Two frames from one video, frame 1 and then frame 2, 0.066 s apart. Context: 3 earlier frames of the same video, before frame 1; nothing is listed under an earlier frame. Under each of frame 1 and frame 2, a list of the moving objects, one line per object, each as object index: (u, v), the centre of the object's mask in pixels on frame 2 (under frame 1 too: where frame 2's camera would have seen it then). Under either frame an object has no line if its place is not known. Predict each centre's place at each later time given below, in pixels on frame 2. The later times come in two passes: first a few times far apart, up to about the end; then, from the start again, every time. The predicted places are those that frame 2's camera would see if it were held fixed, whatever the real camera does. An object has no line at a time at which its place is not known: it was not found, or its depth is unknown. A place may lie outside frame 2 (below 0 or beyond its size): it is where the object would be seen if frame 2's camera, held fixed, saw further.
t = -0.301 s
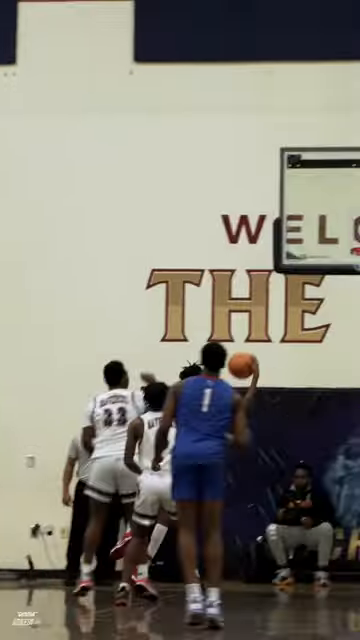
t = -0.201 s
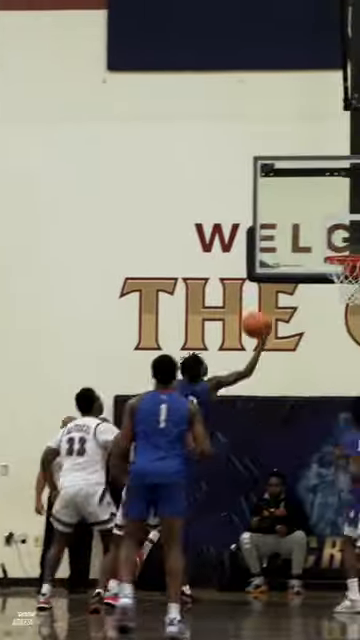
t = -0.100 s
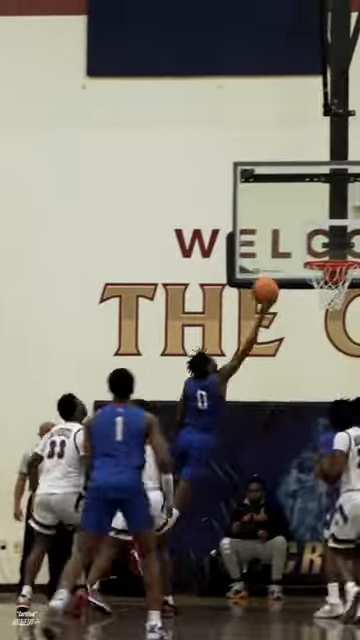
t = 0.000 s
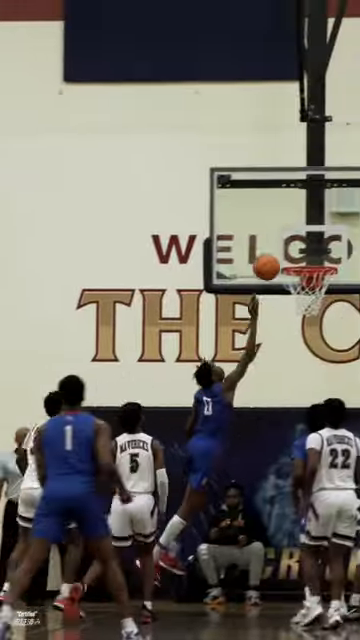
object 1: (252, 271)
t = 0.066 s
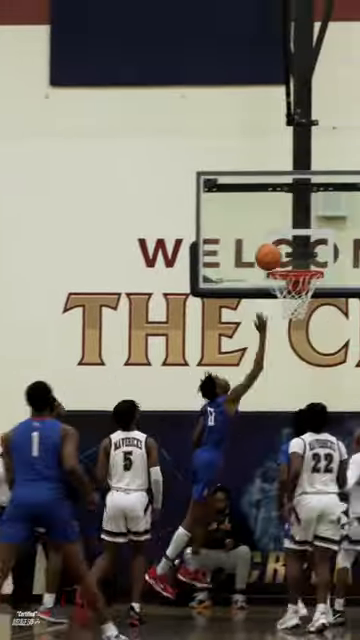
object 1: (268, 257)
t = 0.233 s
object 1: (289, 249)
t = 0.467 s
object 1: (294, 268)
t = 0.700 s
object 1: (280, 285)
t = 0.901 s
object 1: (292, 300)
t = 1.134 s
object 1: (301, 349)
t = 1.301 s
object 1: (304, 414)
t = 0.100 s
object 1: (276, 252)
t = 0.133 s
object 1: (280, 251)
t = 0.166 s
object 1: (282, 249)
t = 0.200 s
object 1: (286, 249)
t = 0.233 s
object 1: (289, 249)
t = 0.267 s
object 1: (292, 251)
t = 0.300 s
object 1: (296, 253)
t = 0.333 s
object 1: (298, 257)
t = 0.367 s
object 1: (302, 262)
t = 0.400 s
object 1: (304, 265)
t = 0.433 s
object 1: (300, 266)
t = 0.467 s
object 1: (294, 268)
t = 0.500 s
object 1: (290, 285)
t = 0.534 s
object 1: (282, 288)
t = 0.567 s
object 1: (280, 288)
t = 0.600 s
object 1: (278, 287)
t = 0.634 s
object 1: (278, 286)
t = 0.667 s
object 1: (278, 286)
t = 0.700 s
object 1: (280, 285)
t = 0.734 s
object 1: (282, 288)
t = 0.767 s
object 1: (284, 290)
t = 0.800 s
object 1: (287, 293)
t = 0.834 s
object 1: (290, 296)
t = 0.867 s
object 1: (291, 297)
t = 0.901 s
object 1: (292, 300)
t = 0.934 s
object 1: (298, 311)
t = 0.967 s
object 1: (298, 322)
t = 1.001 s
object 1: (299, 318)
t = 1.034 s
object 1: (300, 325)
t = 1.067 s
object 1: (300, 332)
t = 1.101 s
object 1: (300, 340)
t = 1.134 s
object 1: (301, 349)
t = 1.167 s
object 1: (302, 360)
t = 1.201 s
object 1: (302, 371)
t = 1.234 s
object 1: (303, 384)
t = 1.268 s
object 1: (303, 398)
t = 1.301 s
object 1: (304, 414)
